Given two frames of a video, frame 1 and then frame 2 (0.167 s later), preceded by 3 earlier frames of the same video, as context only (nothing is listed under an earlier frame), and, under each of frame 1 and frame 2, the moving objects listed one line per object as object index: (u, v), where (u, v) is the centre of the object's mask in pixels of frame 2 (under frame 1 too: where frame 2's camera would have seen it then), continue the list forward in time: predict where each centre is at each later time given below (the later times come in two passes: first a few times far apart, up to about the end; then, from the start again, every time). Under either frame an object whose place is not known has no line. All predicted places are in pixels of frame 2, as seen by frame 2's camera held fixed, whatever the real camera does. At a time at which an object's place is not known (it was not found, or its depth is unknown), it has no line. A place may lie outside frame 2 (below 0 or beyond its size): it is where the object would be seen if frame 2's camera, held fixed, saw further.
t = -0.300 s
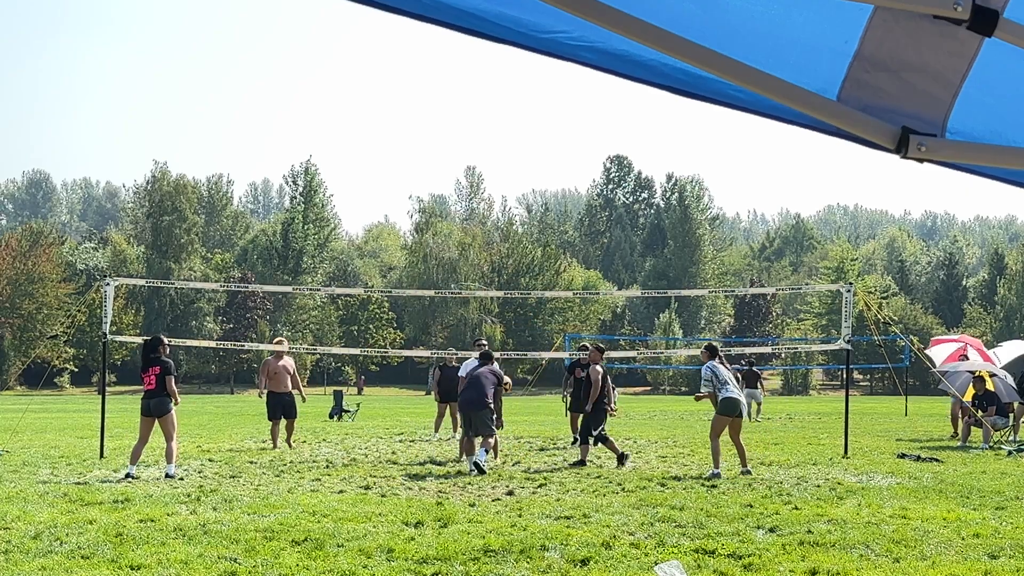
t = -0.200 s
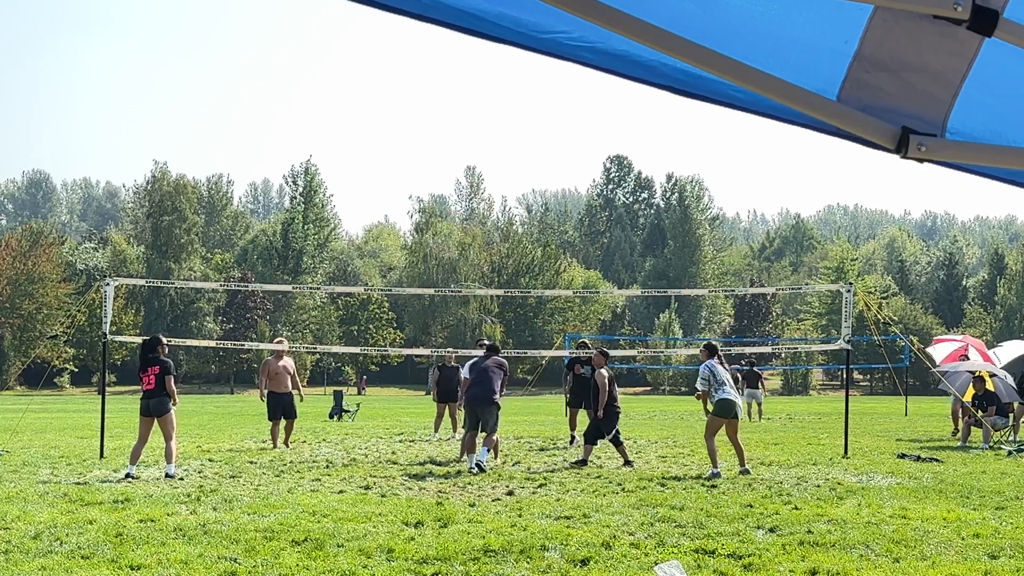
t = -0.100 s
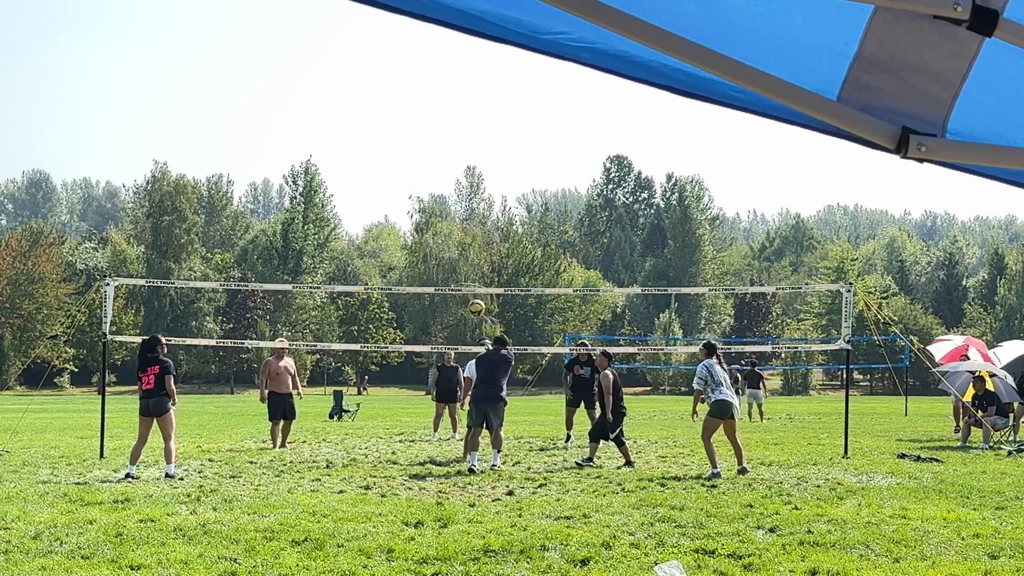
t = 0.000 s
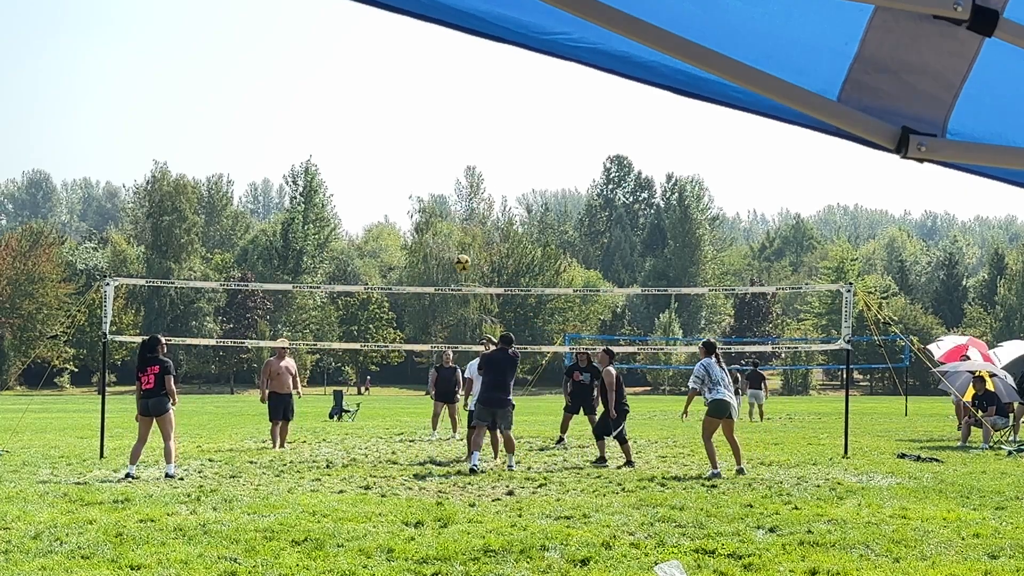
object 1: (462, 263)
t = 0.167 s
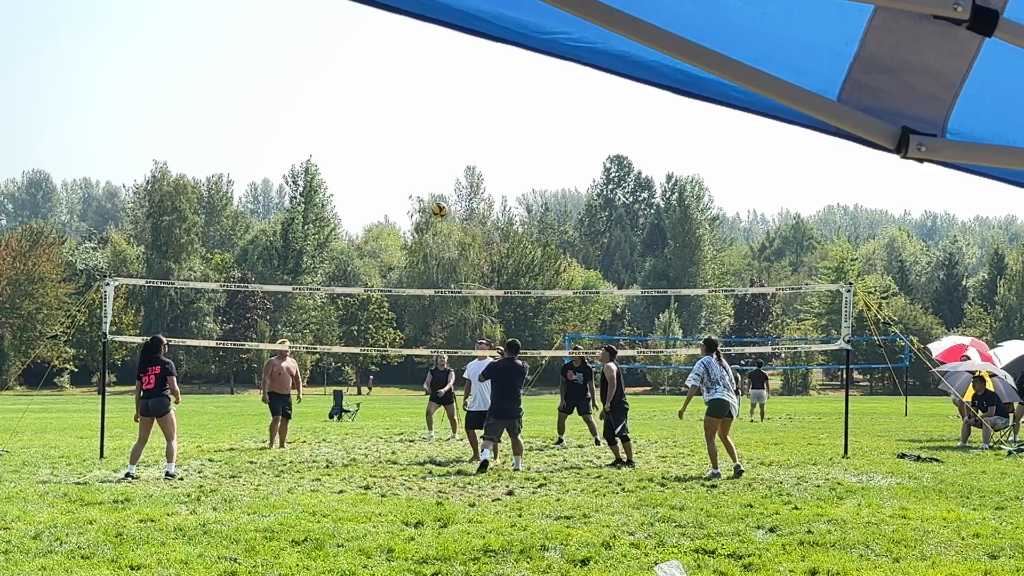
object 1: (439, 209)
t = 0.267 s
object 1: (426, 189)
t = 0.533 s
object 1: (396, 174)
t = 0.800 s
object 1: (368, 205)
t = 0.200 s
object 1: (435, 202)
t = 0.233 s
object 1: (430, 195)
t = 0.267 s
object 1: (426, 189)
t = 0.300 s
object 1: (423, 185)
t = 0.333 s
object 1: (419, 181)
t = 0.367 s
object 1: (415, 178)
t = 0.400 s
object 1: (411, 175)
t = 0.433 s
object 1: (407, 174)
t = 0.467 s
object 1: (403, 173)
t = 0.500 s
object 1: (399, 173)
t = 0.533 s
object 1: (396, 174)
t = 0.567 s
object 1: (392, 176)
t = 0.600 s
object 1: (388, 178)
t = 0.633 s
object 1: (385, 181)
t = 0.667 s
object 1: (381, 185)
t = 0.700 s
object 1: (378, 189)
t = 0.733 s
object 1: (374, 194)
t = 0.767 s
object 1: (371, 199)
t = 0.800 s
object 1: (368, 205)
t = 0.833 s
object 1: (365, 212)
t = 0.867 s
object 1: (361, 220)
